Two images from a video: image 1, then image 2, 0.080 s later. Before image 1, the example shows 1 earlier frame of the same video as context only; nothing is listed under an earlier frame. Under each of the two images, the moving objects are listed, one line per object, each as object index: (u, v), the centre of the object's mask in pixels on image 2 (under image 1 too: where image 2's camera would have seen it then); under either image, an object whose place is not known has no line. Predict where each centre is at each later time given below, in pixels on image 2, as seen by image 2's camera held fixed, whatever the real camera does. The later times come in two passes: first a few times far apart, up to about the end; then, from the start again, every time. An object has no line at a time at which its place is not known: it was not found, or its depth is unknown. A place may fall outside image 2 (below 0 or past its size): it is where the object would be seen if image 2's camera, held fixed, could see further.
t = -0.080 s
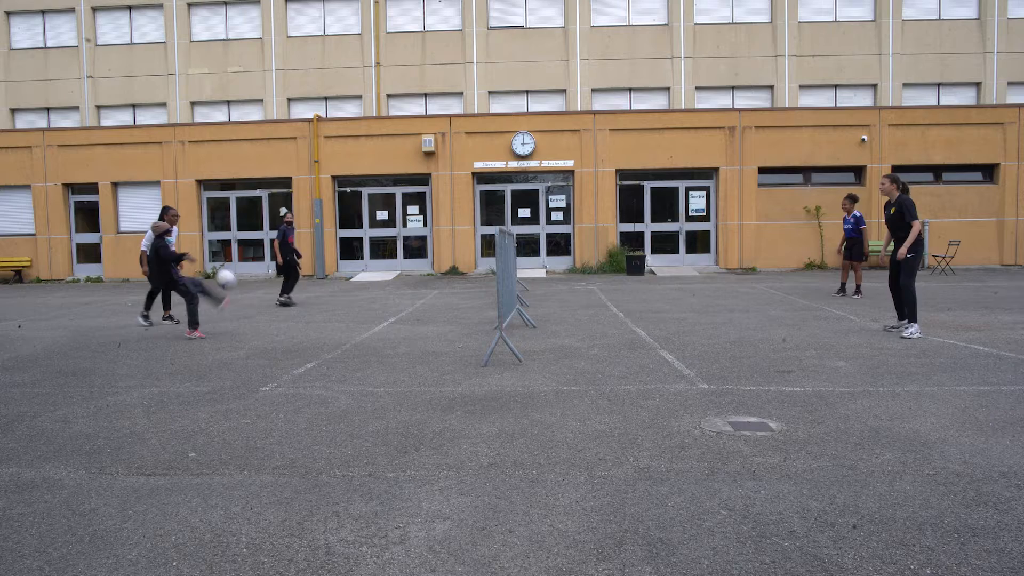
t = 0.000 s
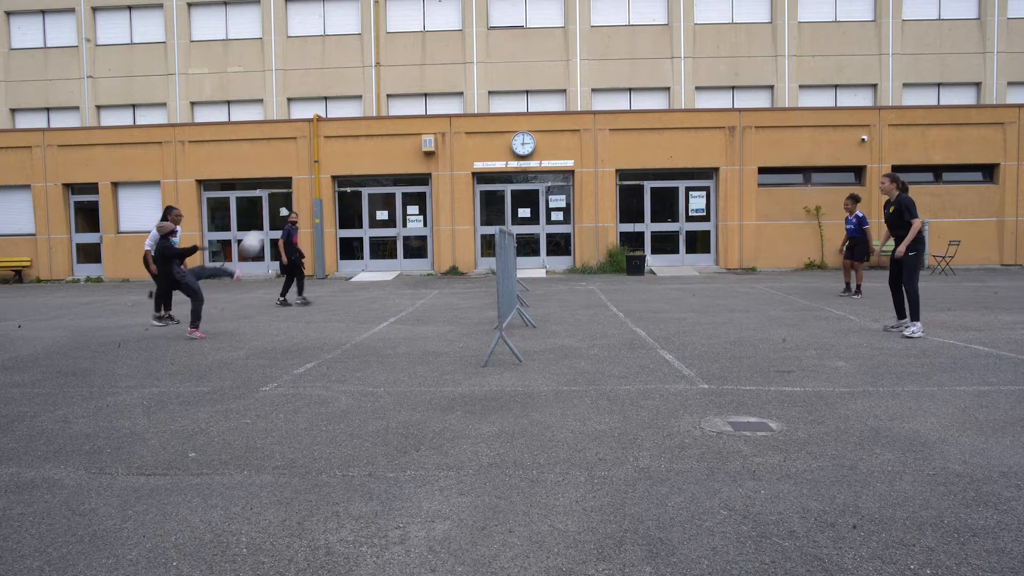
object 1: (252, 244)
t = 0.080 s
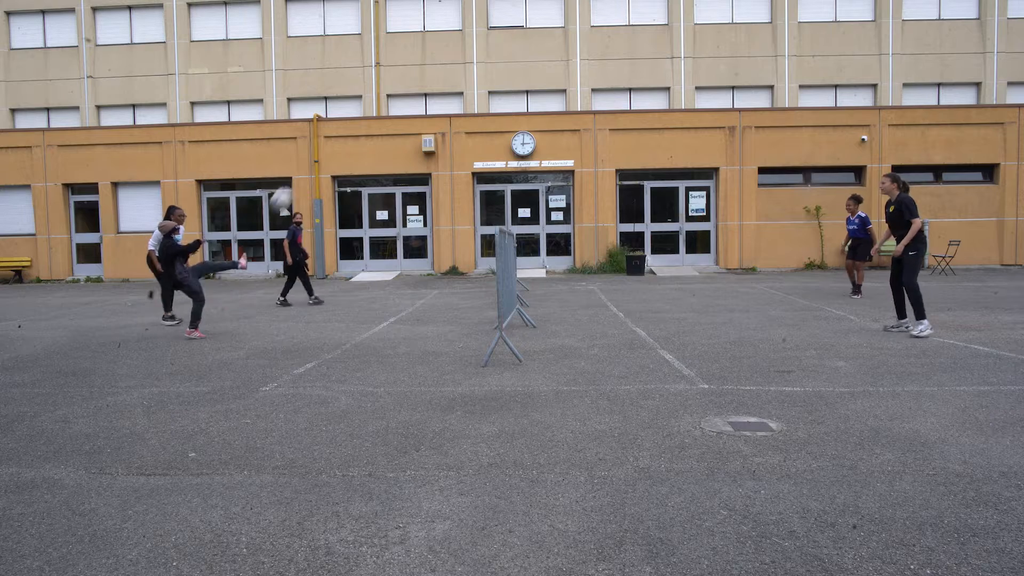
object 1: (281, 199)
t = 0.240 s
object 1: (344, 127)
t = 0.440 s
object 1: (421, 71)
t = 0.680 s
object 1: (514, 51)
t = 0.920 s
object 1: (605, 81)
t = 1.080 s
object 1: (663, 129)
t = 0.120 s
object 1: (296, 178)
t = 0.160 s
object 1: (313, 160)
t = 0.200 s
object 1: (328, 143)
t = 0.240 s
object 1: (344, 127)
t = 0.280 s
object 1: (359, 114)
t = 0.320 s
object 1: (375, 100)
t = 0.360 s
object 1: (391, 89)
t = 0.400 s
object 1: (406, 80)
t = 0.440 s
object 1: (421, 71)
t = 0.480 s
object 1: (437, 64)
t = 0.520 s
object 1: (453, 58)
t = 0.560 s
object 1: (468, 55)
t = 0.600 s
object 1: (484, 52)
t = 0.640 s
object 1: (499, 51)
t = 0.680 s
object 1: (514, 51)
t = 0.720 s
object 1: (529, 52)
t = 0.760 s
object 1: (544, 55)
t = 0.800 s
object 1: (560, 60)
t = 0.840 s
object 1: (574, 65)
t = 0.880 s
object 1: (590, 72)
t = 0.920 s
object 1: (605, 81)
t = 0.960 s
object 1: (620, 91)
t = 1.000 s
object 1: (633, 102)
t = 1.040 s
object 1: (649, 116)
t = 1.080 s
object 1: (663, 129)
